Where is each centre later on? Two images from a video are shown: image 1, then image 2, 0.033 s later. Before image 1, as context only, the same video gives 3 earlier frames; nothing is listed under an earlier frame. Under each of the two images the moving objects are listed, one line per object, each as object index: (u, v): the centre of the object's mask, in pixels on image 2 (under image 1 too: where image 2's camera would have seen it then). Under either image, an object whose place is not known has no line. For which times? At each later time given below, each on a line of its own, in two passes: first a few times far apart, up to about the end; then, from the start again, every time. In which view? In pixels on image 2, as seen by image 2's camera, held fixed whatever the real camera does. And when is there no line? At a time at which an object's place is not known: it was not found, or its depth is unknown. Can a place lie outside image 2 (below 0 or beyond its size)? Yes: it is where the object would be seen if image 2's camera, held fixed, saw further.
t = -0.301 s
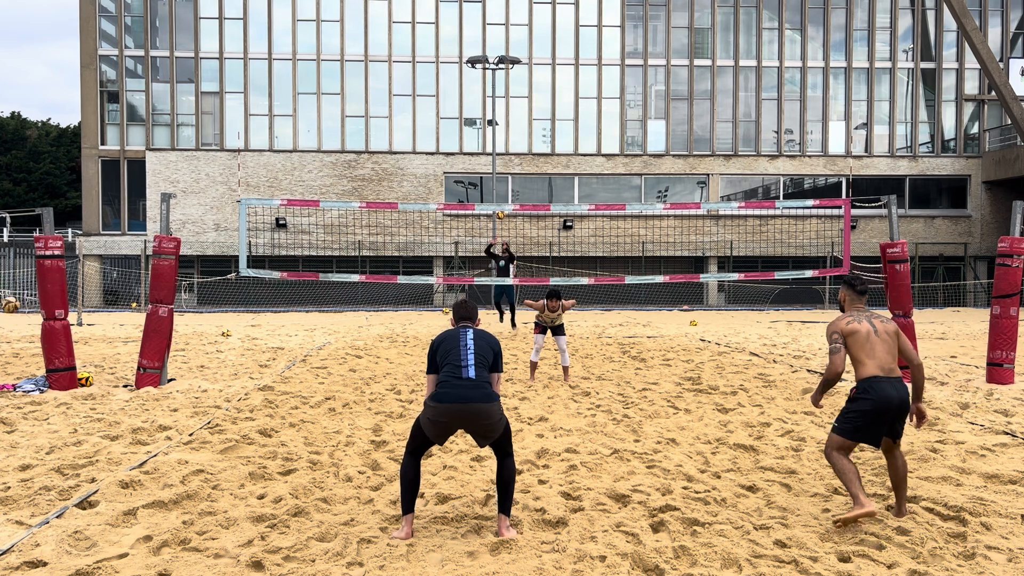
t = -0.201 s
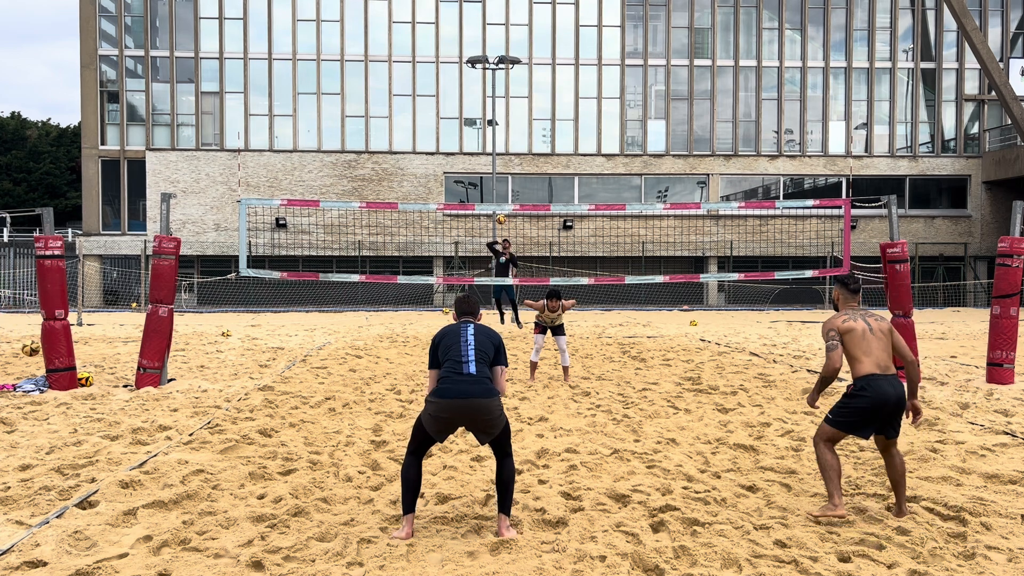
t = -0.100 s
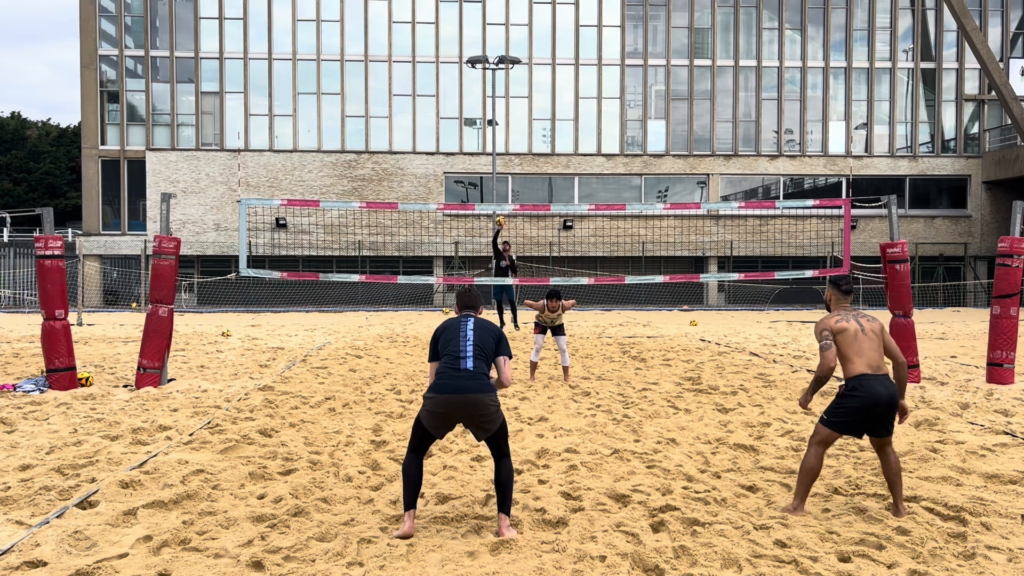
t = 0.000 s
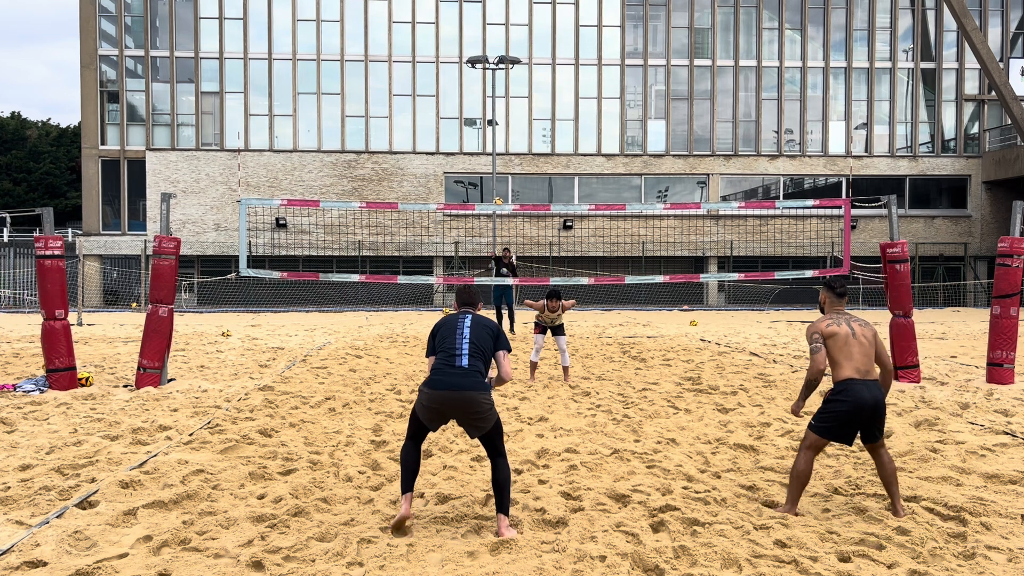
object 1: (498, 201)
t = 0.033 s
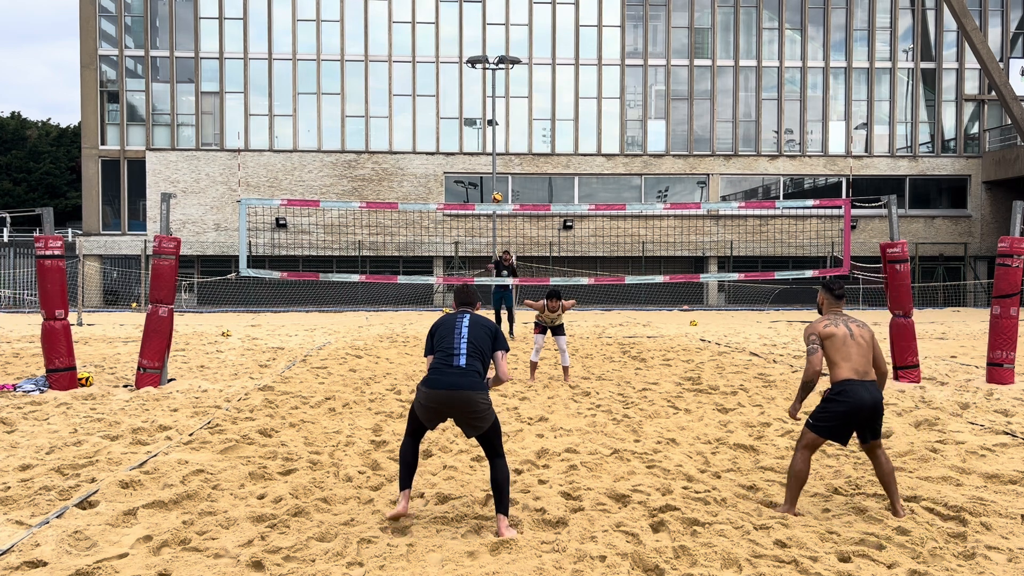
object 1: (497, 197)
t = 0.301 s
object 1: (486, 173)
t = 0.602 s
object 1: (468, 206)
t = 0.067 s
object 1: (496, 192)
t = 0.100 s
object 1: (494, 187)
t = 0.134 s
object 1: (493, 183)
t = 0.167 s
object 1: (492, 180)
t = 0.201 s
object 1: (490, 177)
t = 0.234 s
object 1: (488, 175)
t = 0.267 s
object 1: (487, 174)
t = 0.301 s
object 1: (486, 173)
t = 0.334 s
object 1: (484, 173)
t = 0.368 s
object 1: (483, 173)
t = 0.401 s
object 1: (482, 174)
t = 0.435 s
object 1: (479, 176)
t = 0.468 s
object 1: (477, 180)
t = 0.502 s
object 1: (475, 184)
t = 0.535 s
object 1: (473, 190)
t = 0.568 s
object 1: (470, 197)
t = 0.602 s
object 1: (468, 206)
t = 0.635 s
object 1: (465, 216)
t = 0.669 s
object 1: (463, 228)
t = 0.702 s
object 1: (460, 241)
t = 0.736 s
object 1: (458, 256)
